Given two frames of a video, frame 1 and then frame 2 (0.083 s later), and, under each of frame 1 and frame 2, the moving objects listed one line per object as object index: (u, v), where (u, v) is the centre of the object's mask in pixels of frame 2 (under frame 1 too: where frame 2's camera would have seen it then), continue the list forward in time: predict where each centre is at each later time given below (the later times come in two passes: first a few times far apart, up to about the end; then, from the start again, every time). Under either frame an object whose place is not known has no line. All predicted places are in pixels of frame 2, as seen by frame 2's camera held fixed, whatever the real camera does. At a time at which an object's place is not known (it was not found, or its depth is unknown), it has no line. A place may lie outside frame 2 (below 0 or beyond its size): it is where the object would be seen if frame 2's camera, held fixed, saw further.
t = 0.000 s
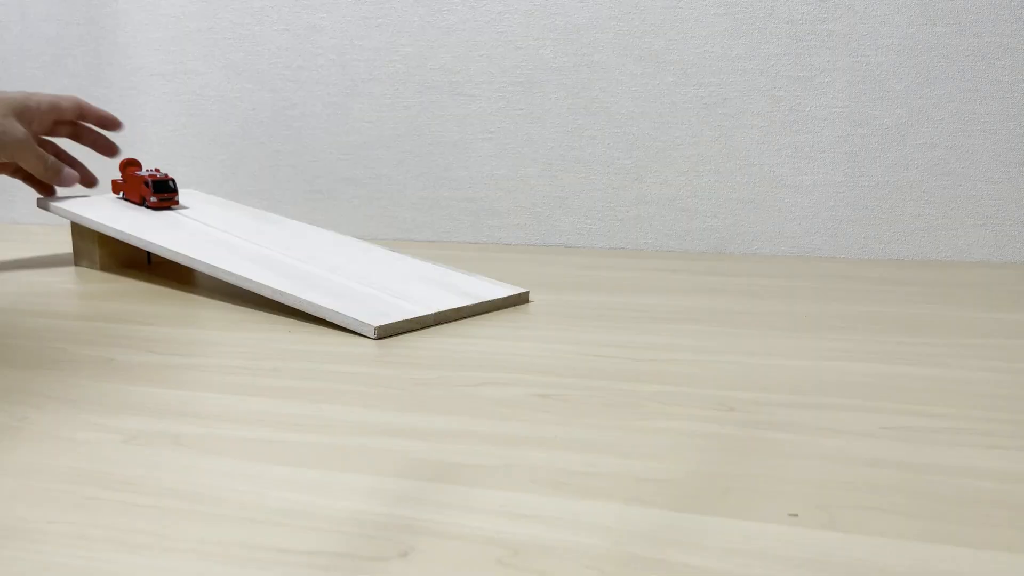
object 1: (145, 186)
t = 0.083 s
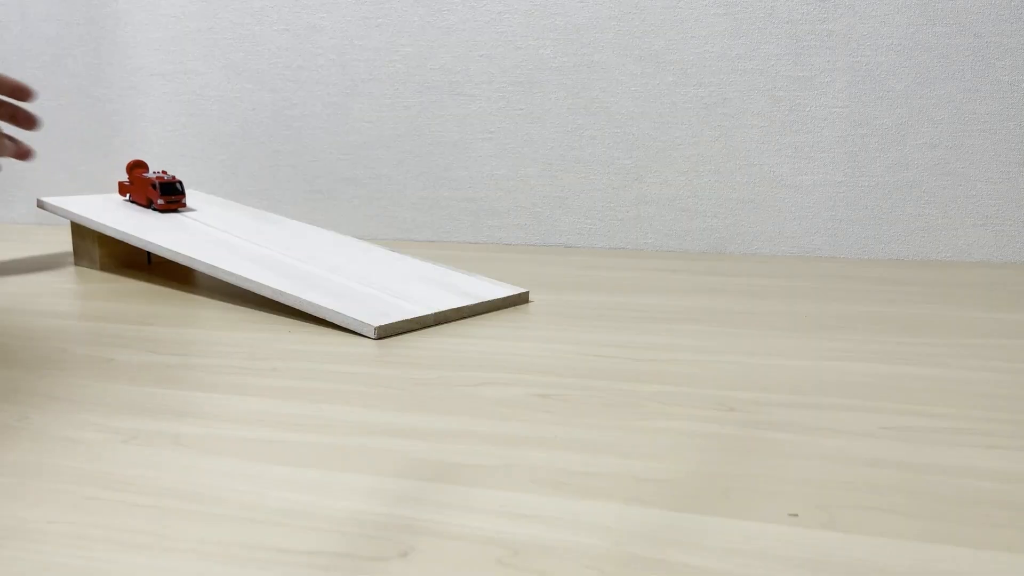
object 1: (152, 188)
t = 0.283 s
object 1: (177, 196)
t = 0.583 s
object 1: (241, 216)
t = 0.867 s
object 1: (339, 247)
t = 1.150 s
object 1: (493, 296)
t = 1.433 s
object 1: (663, 328)
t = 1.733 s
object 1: (798, 347)
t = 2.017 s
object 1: (829, 351)
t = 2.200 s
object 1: (826, 350)
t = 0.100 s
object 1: (154, 189)
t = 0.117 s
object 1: (156, 189)
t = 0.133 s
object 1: (157, 190)
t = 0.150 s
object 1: (159, 190)
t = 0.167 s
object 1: (161, 191)
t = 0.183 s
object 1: (163, 192)
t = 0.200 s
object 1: (165, 192)
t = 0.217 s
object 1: (168, 193)
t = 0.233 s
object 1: (170, 194)
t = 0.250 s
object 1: (172, 194)
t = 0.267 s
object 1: (175, 195)
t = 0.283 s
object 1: (177, 196)
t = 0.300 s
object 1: (180, 197)
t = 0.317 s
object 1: (183, 198)
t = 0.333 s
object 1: (186, 199)
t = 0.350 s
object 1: (188, 199)
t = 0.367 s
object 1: (192, 201)
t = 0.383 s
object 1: (195, 201)
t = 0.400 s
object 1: (198, 203)
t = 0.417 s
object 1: (202, 204)
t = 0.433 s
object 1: (205, 204)
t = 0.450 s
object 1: (208, 206)
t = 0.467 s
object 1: (212, 207)
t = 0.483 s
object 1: (216, 208)
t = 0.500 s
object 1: (220, 210)
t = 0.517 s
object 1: (224, 211)
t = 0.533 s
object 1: (228, 212)
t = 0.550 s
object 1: (232, 213)
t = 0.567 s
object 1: (237, 215)
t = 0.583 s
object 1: (241, 216)
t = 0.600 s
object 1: (246, 218)
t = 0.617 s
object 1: (251, 219)
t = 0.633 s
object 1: (255, 220)
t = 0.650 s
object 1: (261, 222)
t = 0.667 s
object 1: (265, 224)
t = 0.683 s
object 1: (271, 225)
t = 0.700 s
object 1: (276, 227)
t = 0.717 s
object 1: (282, 229)
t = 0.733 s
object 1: (287, 231)
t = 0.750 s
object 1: (293, 233)
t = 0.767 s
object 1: (299, 234)
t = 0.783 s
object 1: (306, 236)
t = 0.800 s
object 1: (312, 238)
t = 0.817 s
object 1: (318, 240)
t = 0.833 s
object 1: (325, 242)
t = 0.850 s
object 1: (332, 244)
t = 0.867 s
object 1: (339, 247)
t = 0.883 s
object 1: (346, 249)
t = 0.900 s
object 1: (354, 251)
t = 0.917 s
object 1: (361, 253)
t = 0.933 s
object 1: (369, 256)
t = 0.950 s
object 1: (377, 258)
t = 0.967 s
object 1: (386, 261)
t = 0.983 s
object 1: (395, 263)
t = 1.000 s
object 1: (403, 266)
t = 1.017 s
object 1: (412, 269)
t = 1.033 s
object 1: (422, 272)
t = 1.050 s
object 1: (431, 274)
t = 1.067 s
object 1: (441, 278)
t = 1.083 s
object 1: (452, 282)
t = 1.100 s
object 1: (462, 288)
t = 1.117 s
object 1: (472, 291)
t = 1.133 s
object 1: (483, 294)
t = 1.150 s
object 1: (493, 296)
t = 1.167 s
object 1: (503, 301)
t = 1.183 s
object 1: (514, 305)
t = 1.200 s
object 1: (525, 304)
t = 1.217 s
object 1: (535, 306)
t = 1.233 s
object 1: (545, 308)
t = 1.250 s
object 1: (556, 311)
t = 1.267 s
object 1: (566, 312)
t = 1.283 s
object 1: (575, 314)
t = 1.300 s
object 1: (585, 316)
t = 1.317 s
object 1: (595, 317)
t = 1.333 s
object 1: (605, 319)
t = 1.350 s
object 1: (615, 321)
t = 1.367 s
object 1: (625, 322)
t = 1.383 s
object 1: (635, 324)
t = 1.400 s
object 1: (644, 325)
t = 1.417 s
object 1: (654, 326)
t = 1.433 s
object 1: (663, 328)
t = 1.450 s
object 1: (673, 329)
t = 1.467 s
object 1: (682, 330)
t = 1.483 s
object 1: (691, 332)
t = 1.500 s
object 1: (700, 333)
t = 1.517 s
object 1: (709, 334)
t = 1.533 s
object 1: (717, 335)
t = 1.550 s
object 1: (725, 336)
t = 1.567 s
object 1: (733, 337)
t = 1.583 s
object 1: (741, 339)
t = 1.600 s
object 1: (749, 340)
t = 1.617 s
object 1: (756, 341)
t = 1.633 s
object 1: (763, 341)
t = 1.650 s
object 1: (769, 342)
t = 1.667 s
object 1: (775, 343)
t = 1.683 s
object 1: (782, 344)
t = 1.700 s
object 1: (787, 345)
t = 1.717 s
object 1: (792, 346)
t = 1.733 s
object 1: (798, 347)
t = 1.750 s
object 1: (803, 347)
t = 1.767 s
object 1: (807, 348)
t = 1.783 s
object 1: (811, 348)
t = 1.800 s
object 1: (815, 349)
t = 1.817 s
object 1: (818, 349)
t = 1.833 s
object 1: (821, 350)
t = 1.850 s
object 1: (823, 350)
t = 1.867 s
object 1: (825, 350)
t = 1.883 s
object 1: (827, 351)
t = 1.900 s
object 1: (829, 351)
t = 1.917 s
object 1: (830, 351)
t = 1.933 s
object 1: (830, 351)
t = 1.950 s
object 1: (830, 351)
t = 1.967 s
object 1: (830, 351)
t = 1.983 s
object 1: (830, 351)
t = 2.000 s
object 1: (830, 351)
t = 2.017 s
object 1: (829, 351)
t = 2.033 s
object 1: (829, 351)
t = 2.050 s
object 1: (828, 351)
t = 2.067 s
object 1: (828, 351)
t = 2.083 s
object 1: (827, 350)
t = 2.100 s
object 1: (827, 350)
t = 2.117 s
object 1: (827, 350)
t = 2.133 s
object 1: (826, 350)
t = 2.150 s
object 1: (826, 350)
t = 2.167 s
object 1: (826, 350)
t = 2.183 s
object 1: (826, 350)
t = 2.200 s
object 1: (826, 350)
